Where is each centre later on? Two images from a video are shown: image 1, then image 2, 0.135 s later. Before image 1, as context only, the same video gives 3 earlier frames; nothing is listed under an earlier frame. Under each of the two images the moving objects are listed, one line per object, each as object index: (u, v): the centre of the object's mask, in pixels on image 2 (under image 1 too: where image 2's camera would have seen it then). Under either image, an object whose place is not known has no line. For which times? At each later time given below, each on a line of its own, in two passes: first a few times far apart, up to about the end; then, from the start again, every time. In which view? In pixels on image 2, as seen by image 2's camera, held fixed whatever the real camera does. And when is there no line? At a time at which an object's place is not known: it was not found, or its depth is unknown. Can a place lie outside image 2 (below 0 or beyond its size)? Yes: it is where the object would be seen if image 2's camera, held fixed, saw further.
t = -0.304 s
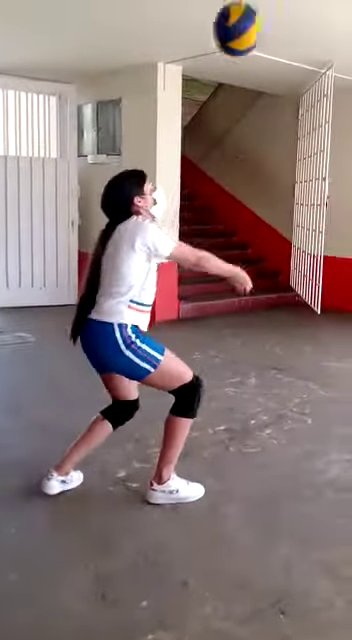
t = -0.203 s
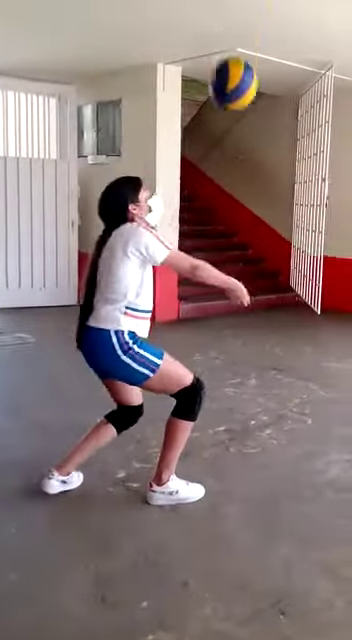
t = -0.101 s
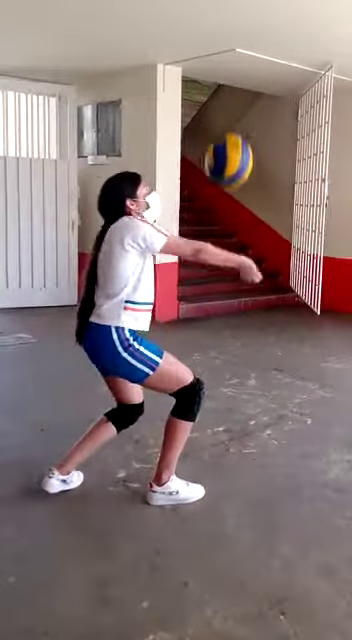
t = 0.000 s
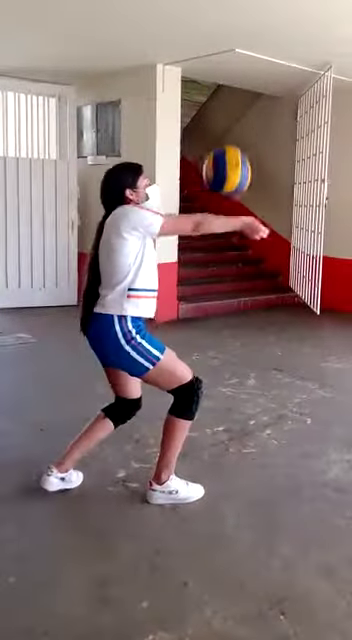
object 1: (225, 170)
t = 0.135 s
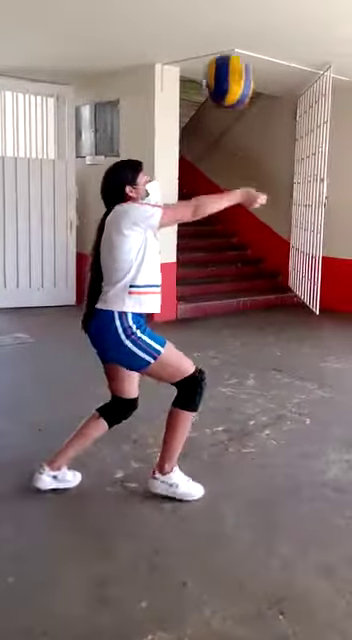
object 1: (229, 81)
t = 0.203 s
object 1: (229, 50)
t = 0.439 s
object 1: (227, 33)
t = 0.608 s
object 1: (224, 111)
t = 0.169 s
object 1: (229, 64)
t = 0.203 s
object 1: (229, 50)
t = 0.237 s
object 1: (229, 39)
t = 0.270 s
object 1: (229, 30)
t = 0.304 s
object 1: (228, 26)
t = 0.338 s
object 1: (228, 24)
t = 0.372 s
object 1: (228, 25)
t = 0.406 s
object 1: (228, 27)
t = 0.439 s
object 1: (227, 33)
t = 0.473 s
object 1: (227, 43)
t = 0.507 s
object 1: (226, 55)
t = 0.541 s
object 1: (225, 70)
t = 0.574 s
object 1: (225, 90)
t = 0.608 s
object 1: (224, 111)
